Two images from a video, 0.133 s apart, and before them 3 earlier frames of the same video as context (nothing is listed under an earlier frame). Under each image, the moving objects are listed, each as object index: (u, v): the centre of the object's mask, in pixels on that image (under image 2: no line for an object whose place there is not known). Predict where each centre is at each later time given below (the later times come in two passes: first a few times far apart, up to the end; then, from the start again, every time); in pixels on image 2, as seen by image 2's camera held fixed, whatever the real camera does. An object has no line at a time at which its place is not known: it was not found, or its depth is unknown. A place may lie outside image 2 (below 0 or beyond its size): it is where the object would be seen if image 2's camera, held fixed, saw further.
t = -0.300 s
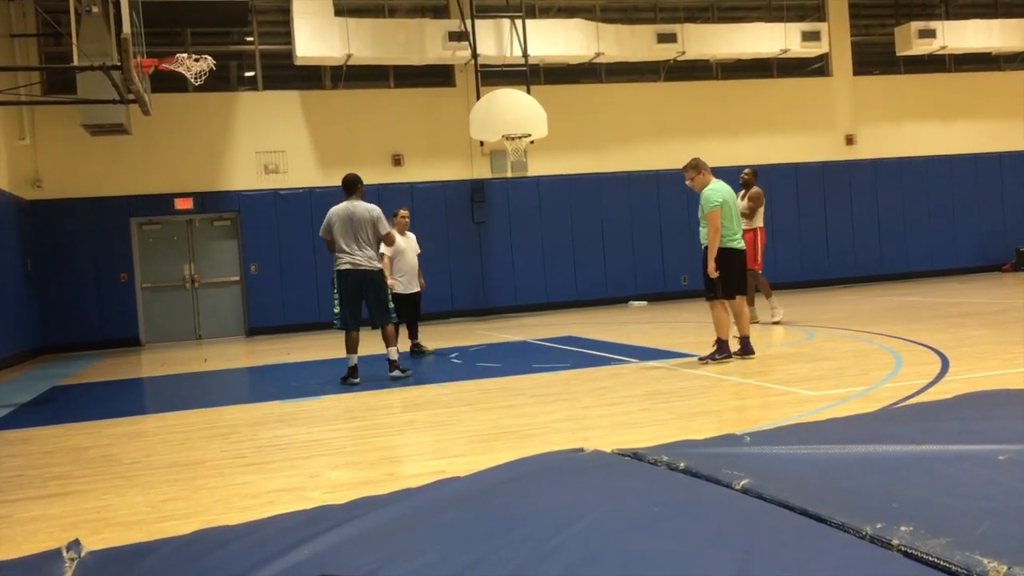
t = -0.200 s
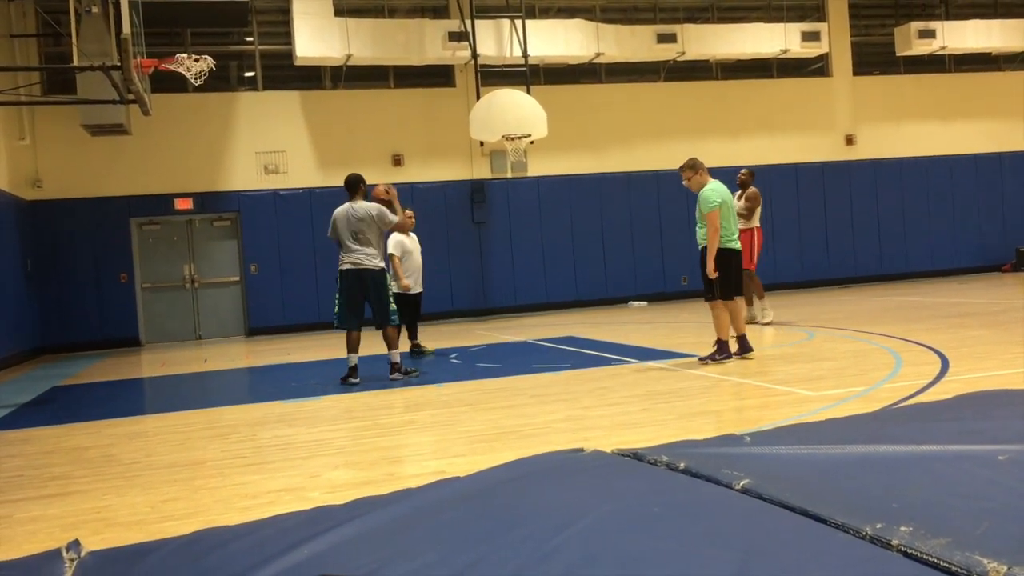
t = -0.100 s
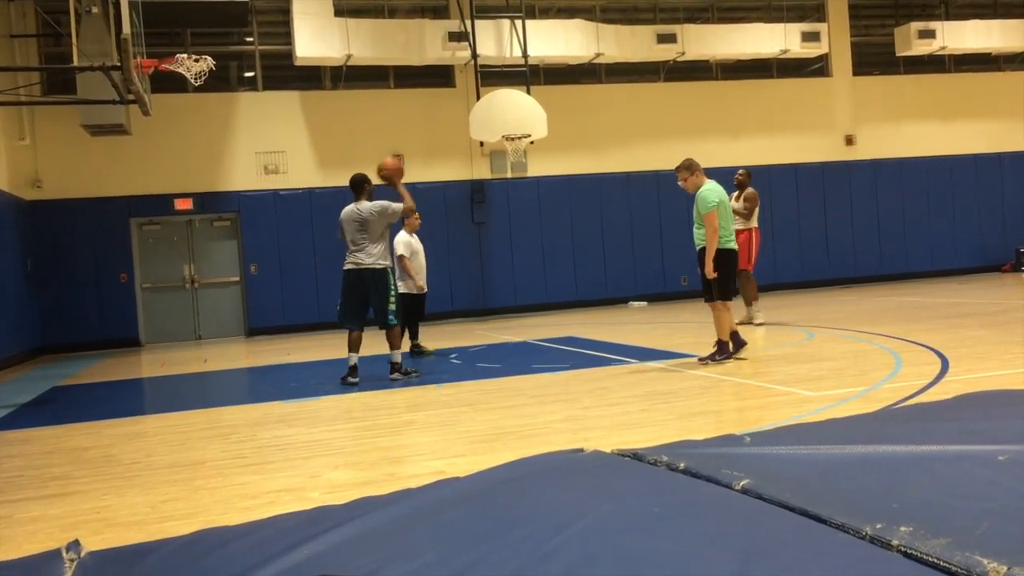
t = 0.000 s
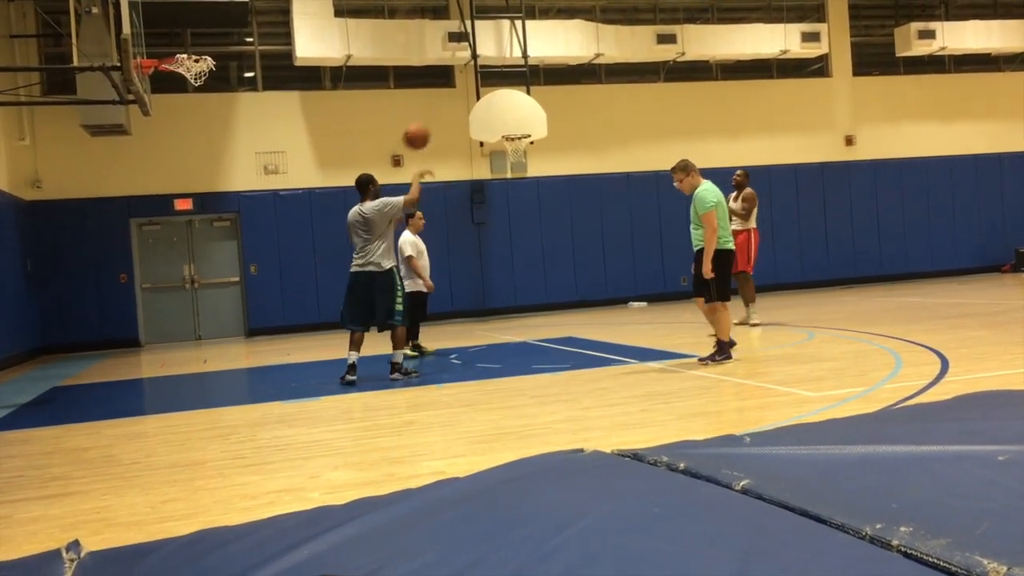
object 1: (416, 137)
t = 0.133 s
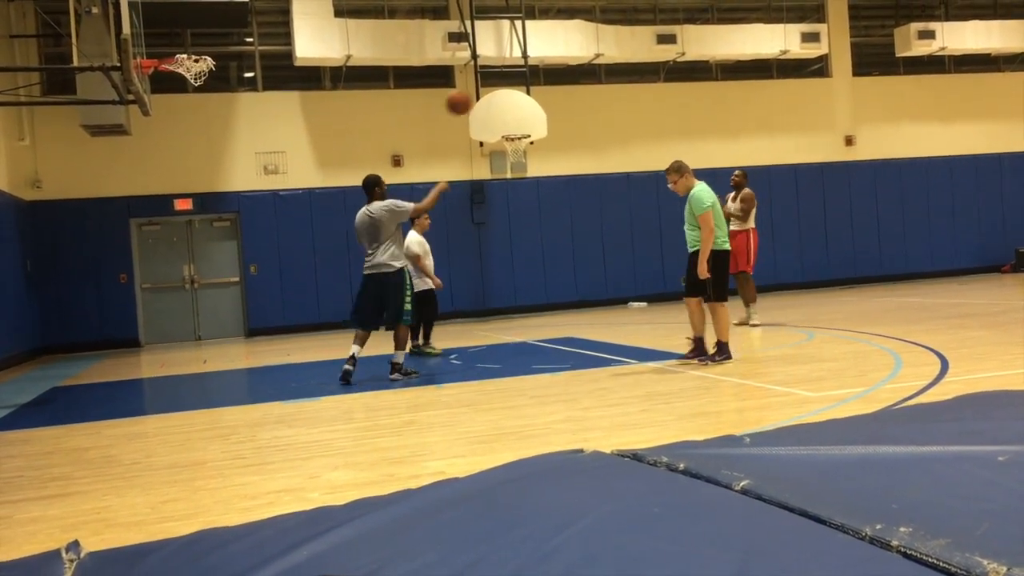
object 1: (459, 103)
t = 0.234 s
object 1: (490, 89)
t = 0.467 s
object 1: (558, 98)
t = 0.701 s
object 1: (623, 153)
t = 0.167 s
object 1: (469, 98)
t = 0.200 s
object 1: (479, 92)
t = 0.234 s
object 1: (490, 89)
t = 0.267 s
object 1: (499, 87)
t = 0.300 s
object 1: (509, 86)
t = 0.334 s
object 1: (519, 86)
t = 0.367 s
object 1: (529, 87)
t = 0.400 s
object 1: (539, 89)
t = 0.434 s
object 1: (549, 93)
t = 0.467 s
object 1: (558, 98)
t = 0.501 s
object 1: (568, 103)
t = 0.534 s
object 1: (577, 109)
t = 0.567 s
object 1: (587, 116)
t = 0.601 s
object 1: (596, 124)
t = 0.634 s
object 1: (605, 133)
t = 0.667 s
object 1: (614, 142)
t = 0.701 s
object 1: (623, 153)
